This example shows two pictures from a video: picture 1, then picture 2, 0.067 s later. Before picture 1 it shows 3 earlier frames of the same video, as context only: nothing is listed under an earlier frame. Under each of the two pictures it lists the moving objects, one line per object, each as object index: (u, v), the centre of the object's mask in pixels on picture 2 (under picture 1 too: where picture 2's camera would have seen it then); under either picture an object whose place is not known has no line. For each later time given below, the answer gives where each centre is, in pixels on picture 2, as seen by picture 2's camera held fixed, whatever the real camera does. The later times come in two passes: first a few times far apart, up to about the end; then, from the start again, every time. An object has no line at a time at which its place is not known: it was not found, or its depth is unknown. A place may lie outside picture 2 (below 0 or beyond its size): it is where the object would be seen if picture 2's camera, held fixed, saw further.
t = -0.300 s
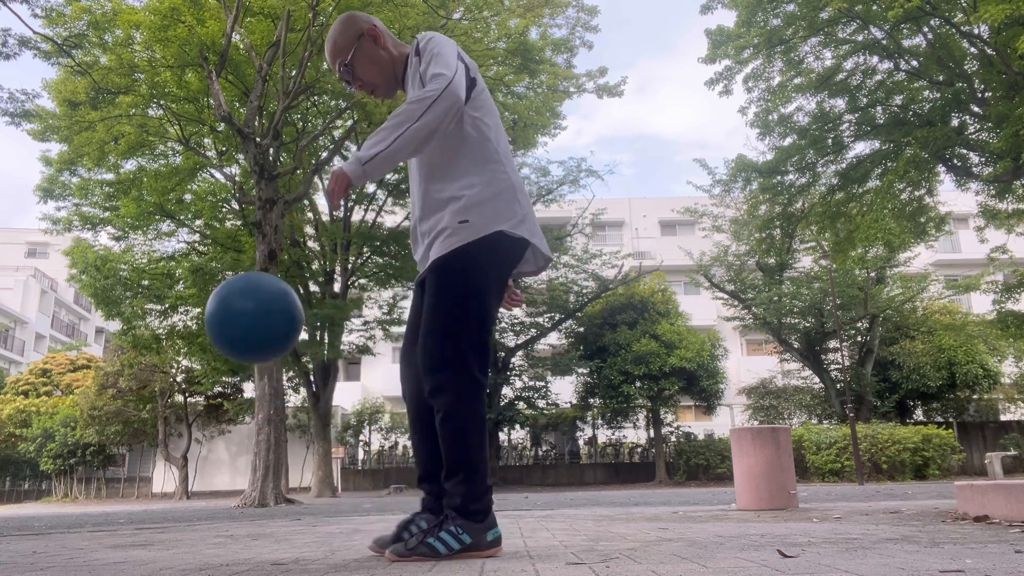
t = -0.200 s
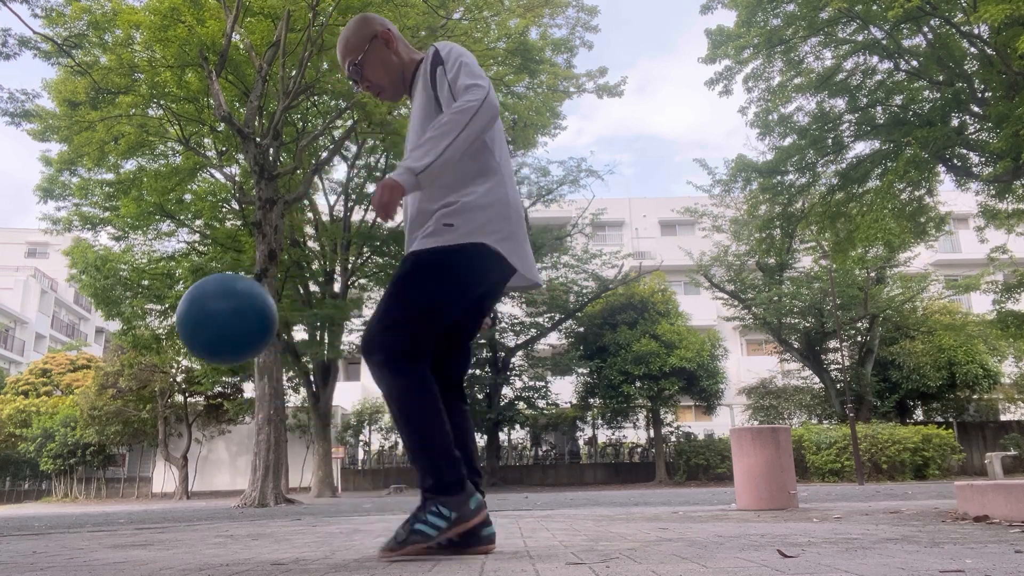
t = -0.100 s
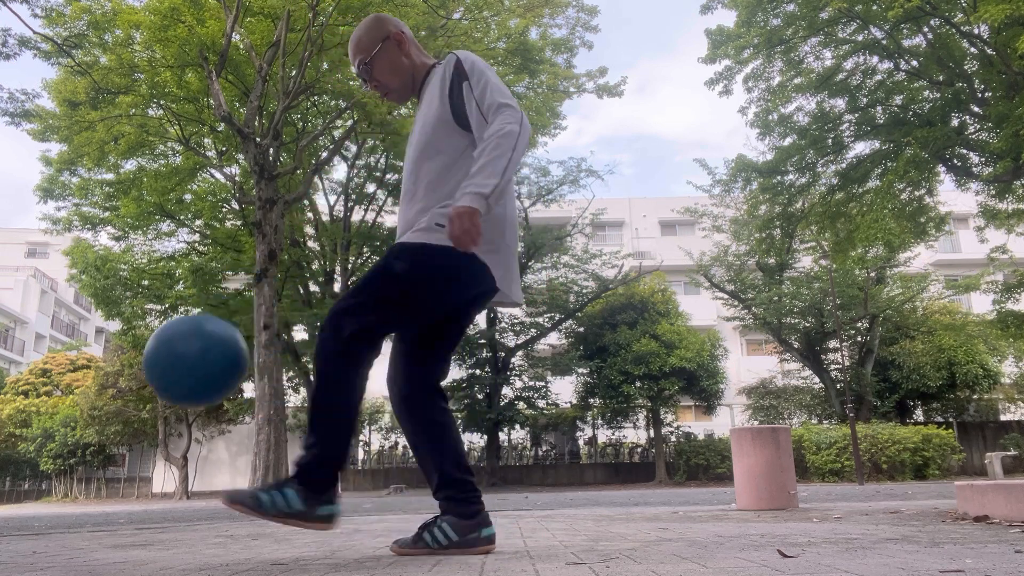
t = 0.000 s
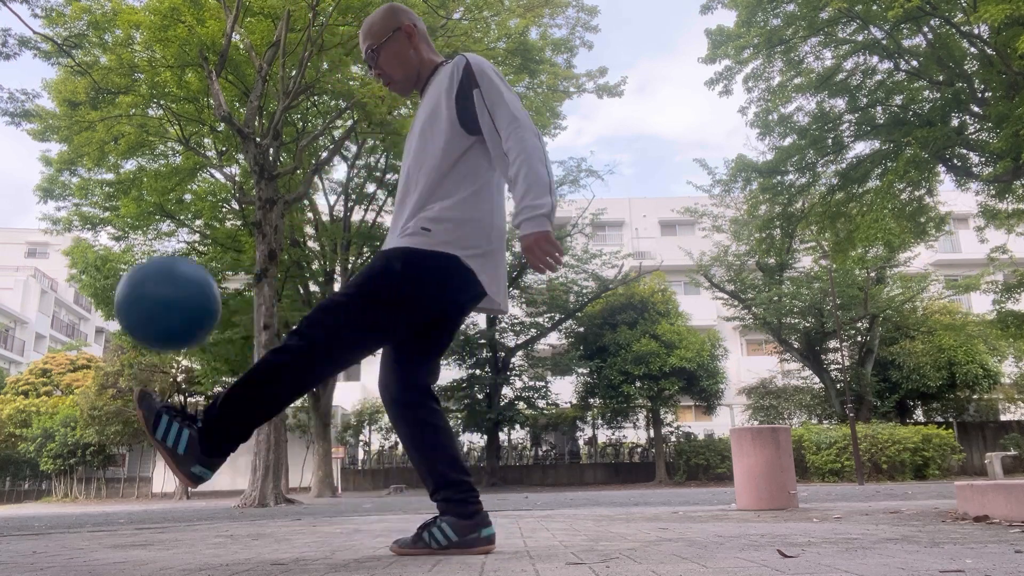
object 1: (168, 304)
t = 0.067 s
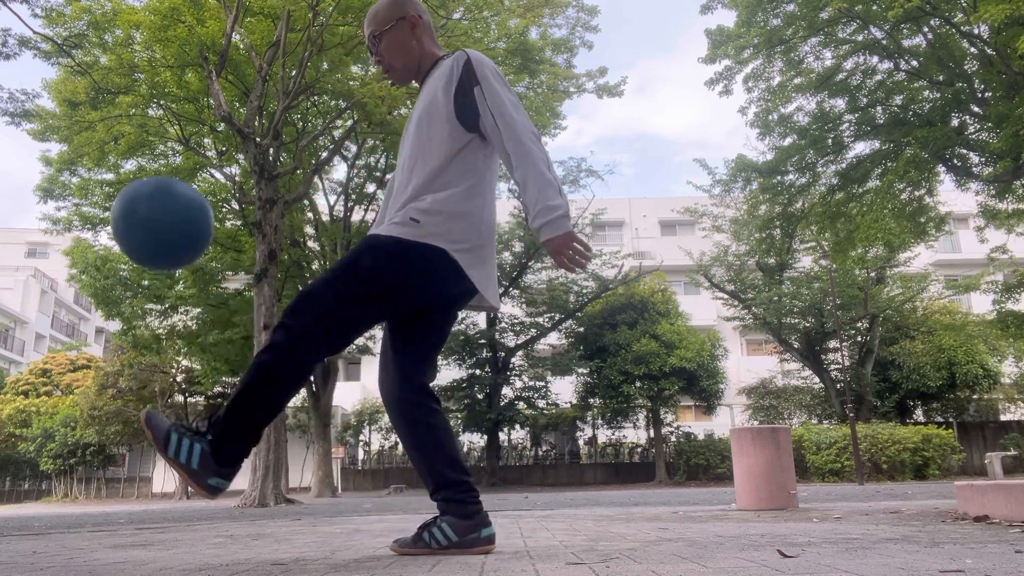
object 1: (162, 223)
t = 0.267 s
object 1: (135, 100)
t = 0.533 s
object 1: (75, 161)
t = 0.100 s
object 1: (158, 191)
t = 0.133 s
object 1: (154, 165)
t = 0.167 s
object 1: (150, 142)
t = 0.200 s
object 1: (145, 124)
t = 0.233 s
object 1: (140, 110)
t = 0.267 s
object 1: (135, 100)
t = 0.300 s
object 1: (129, 94)
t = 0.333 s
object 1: (122, 92)
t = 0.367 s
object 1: (116, 94)
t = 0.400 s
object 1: (108, 99)
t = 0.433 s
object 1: (100, 108)
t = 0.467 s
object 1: (93, 122)
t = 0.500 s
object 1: (84, 140)
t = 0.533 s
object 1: (75, 161)
